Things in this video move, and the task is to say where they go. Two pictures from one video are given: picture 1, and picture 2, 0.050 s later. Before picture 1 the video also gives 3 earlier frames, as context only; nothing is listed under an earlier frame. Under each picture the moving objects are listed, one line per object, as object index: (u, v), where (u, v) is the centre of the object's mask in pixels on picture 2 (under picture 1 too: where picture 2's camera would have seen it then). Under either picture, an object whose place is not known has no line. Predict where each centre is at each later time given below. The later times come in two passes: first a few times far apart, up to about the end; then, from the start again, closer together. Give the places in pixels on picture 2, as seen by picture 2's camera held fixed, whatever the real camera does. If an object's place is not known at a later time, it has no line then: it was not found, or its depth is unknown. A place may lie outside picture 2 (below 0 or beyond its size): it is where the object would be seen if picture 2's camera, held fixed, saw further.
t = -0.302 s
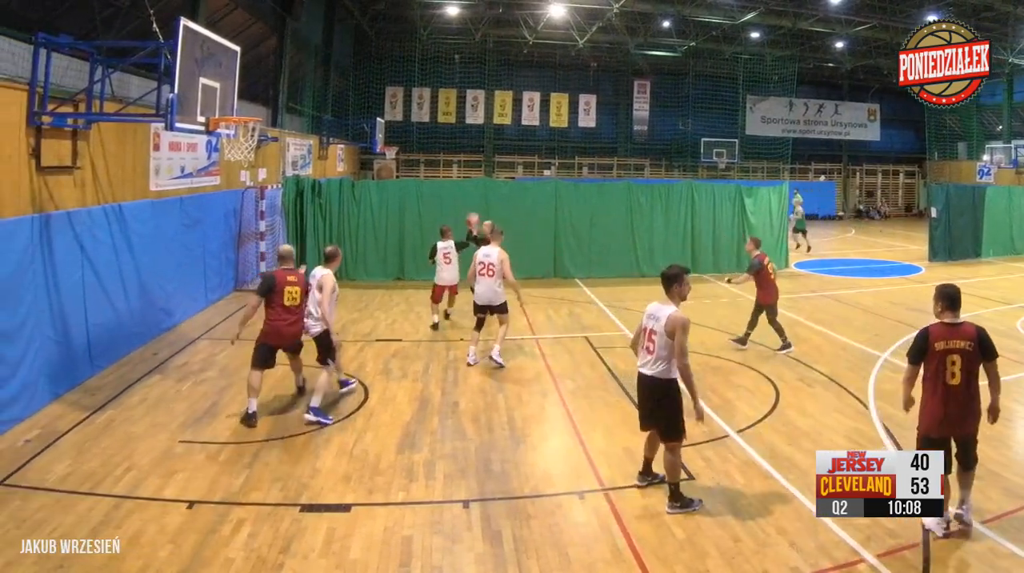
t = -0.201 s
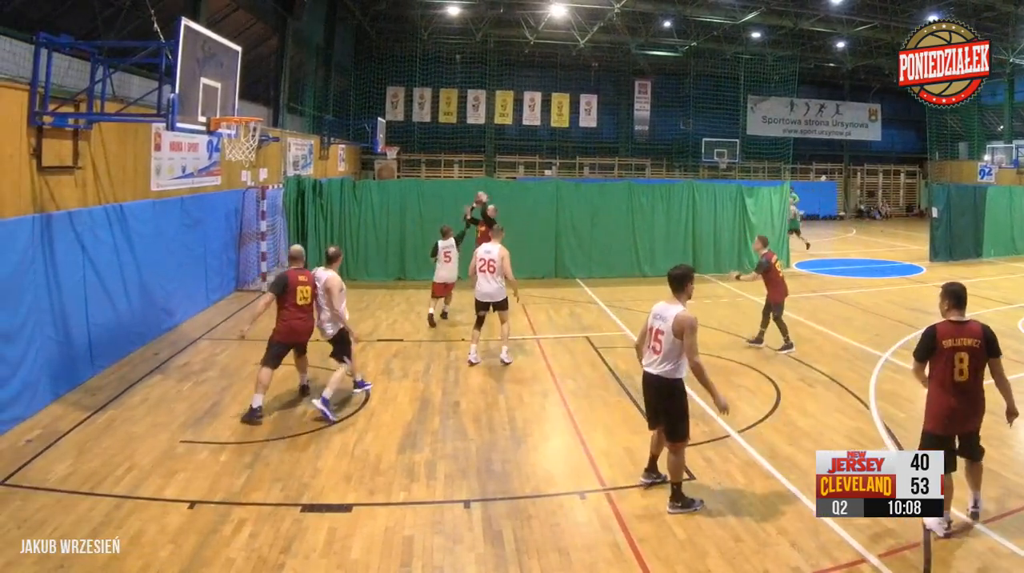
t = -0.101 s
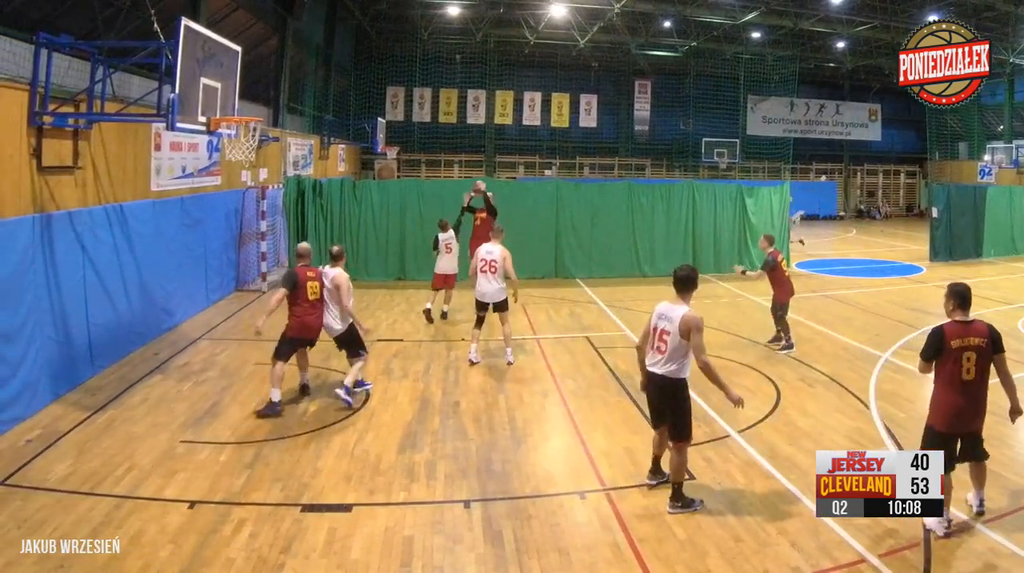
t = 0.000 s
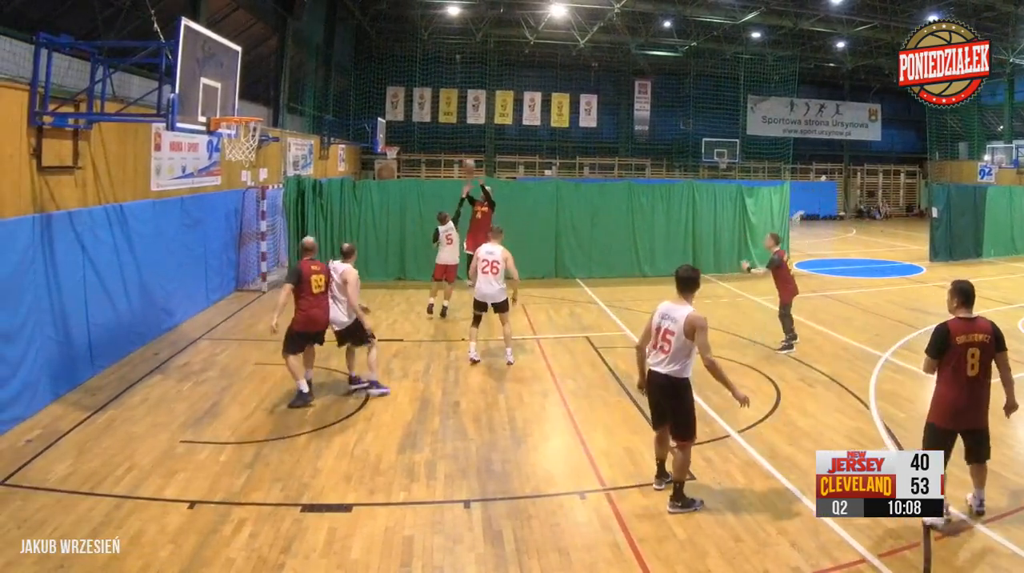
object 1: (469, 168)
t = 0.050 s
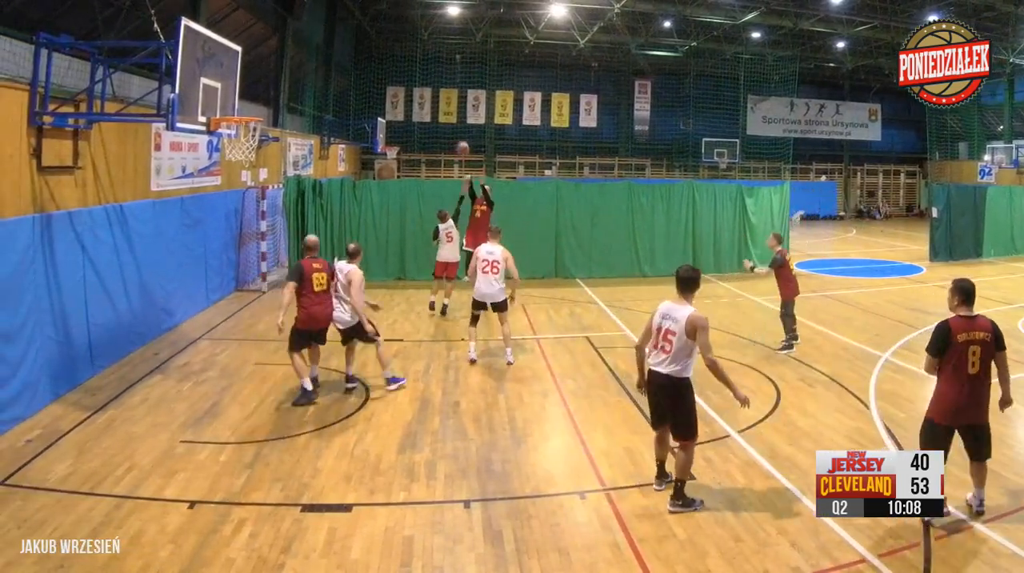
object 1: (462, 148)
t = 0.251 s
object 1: (434, 91)
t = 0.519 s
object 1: (389, 42)
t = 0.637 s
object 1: (366, 33)
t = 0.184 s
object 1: (443, 108)
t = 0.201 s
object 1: (441, 103)
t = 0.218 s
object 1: (438, 97)
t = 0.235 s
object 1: (436, 94)
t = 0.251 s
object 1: (434, 91)
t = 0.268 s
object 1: (432, 87)
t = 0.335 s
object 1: (421, 72)
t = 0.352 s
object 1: (419, 68)
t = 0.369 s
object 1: (416, 65)
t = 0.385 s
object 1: (413, 61)
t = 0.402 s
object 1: (410, 59)
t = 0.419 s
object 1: (407, 56)
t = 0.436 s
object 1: (405, 53)
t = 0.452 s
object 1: (401, 51)
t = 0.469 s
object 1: (399, 48)
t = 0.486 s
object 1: (395, 46)
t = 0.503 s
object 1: (392, 44)
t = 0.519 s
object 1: (389, 42)
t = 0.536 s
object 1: (386, 40)
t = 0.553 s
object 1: (383, 38)
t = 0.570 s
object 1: (380, 37)
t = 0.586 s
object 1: (377, 36)
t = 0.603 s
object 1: (373, 35)
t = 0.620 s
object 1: (370, 34)
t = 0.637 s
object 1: (366, 33)
